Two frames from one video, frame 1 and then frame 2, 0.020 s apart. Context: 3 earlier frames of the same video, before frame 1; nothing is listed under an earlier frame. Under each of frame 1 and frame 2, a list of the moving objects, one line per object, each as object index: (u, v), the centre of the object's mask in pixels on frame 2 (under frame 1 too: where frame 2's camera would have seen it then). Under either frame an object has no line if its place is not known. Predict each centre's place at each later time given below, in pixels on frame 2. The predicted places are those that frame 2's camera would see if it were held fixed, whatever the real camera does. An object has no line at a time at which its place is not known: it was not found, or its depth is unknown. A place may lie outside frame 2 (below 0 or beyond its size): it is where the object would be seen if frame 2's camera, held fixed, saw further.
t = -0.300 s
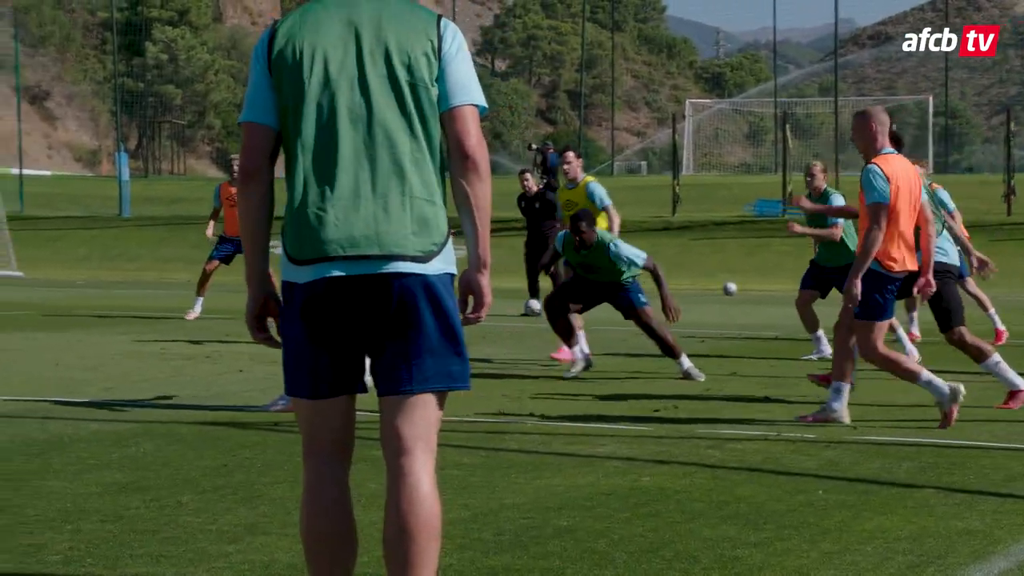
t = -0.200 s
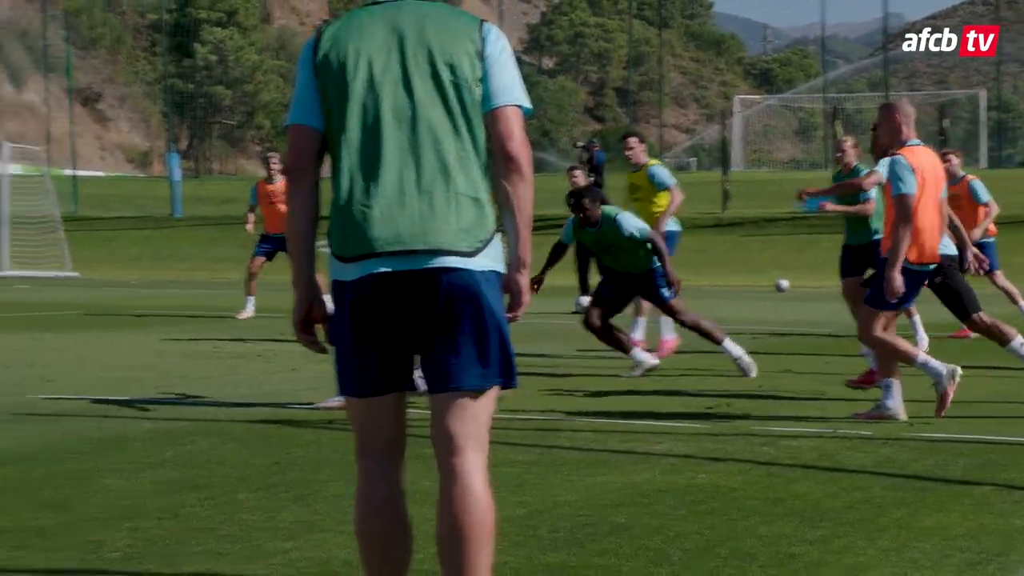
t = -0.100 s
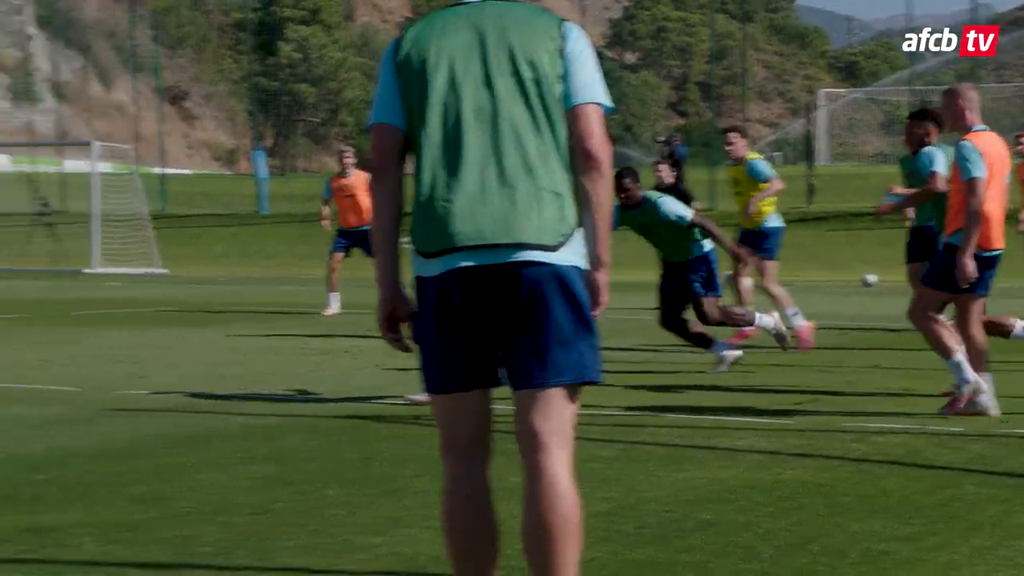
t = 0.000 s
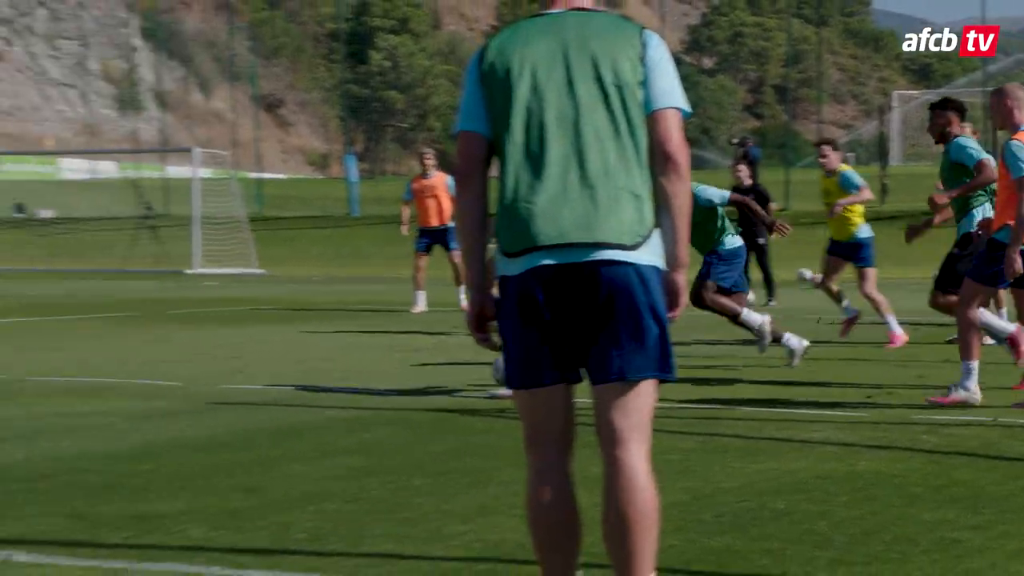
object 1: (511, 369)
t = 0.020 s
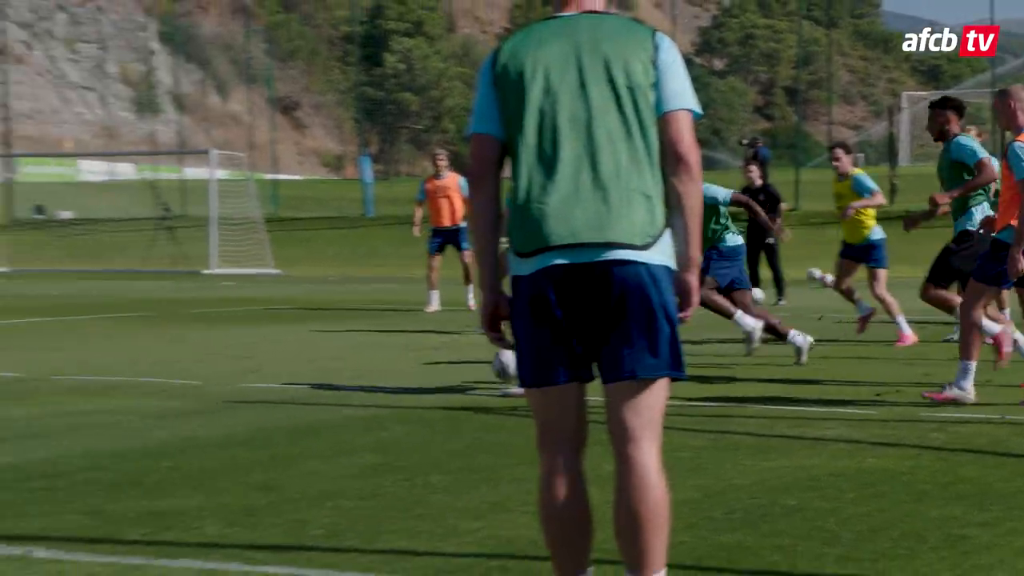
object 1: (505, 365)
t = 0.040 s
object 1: (495, 360)
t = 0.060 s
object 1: (482, 357)
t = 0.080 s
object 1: (470, 354)
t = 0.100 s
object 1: (458, 352)
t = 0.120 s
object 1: (446, 350)
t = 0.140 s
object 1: (434, 349)
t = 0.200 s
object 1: (401, 350)
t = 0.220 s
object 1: (390, 353)
